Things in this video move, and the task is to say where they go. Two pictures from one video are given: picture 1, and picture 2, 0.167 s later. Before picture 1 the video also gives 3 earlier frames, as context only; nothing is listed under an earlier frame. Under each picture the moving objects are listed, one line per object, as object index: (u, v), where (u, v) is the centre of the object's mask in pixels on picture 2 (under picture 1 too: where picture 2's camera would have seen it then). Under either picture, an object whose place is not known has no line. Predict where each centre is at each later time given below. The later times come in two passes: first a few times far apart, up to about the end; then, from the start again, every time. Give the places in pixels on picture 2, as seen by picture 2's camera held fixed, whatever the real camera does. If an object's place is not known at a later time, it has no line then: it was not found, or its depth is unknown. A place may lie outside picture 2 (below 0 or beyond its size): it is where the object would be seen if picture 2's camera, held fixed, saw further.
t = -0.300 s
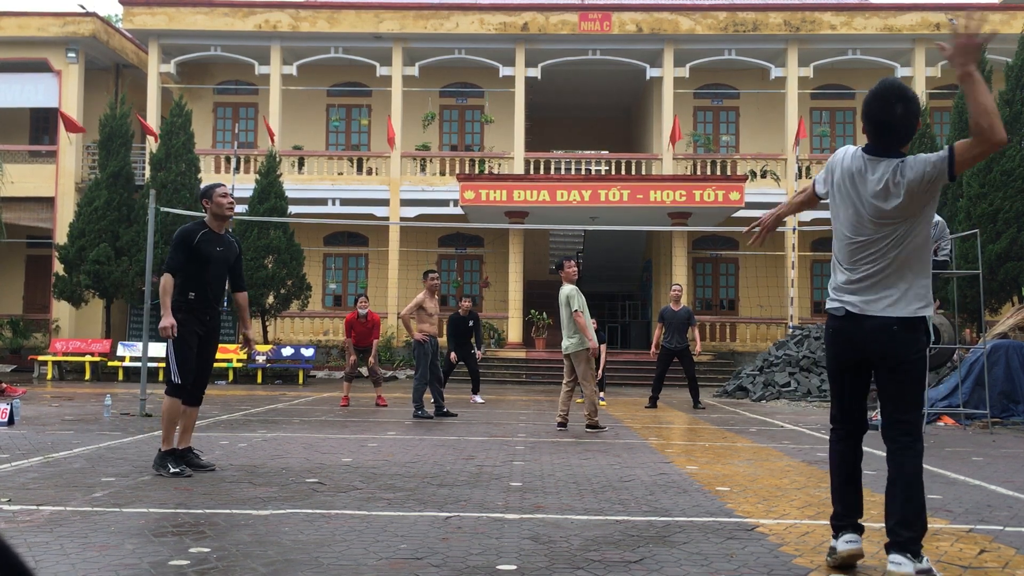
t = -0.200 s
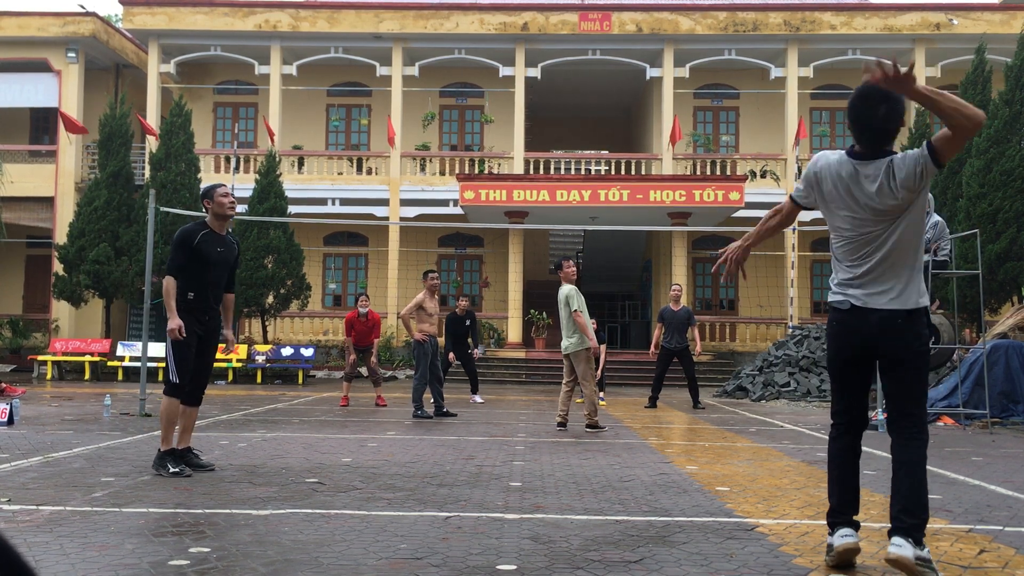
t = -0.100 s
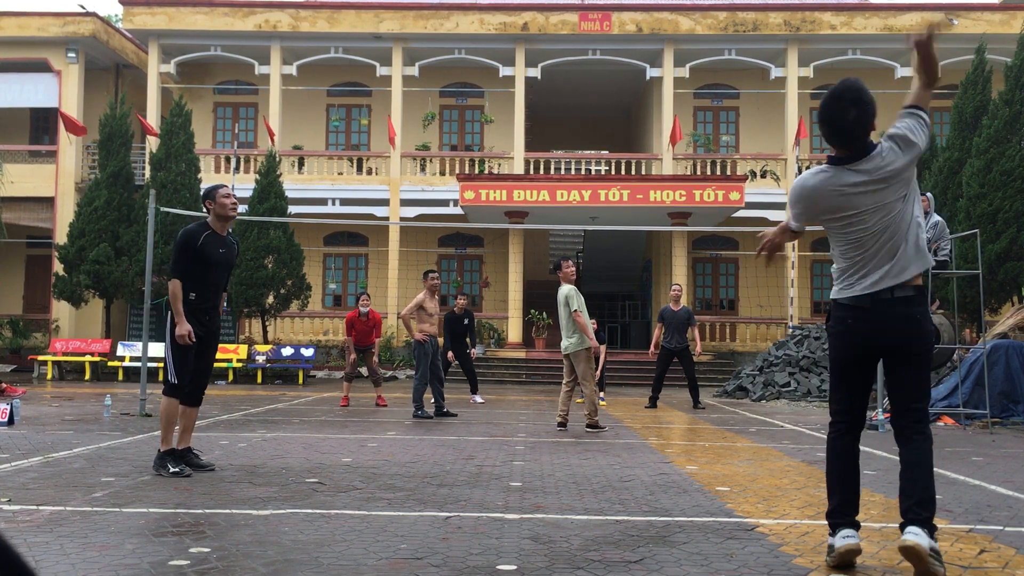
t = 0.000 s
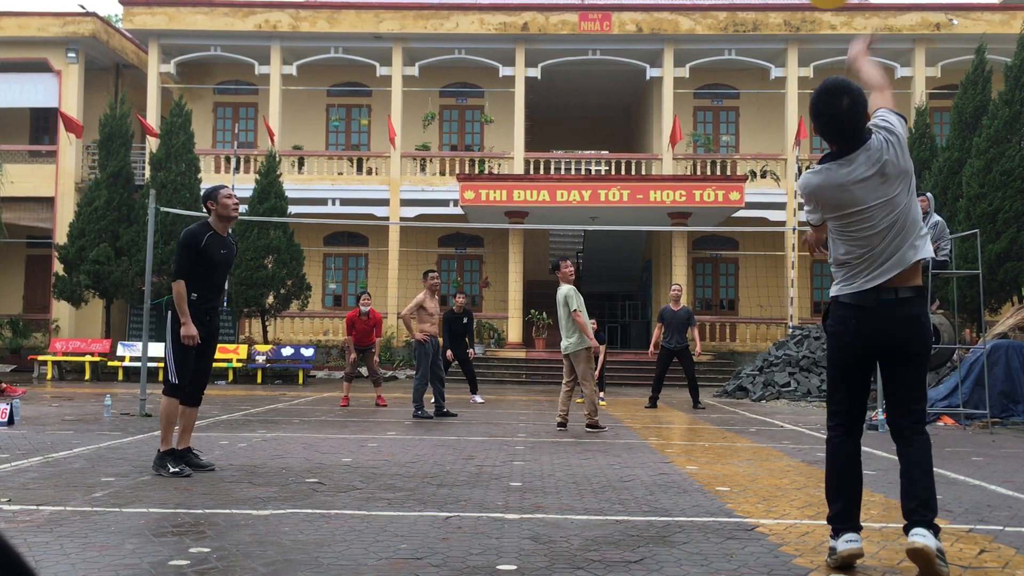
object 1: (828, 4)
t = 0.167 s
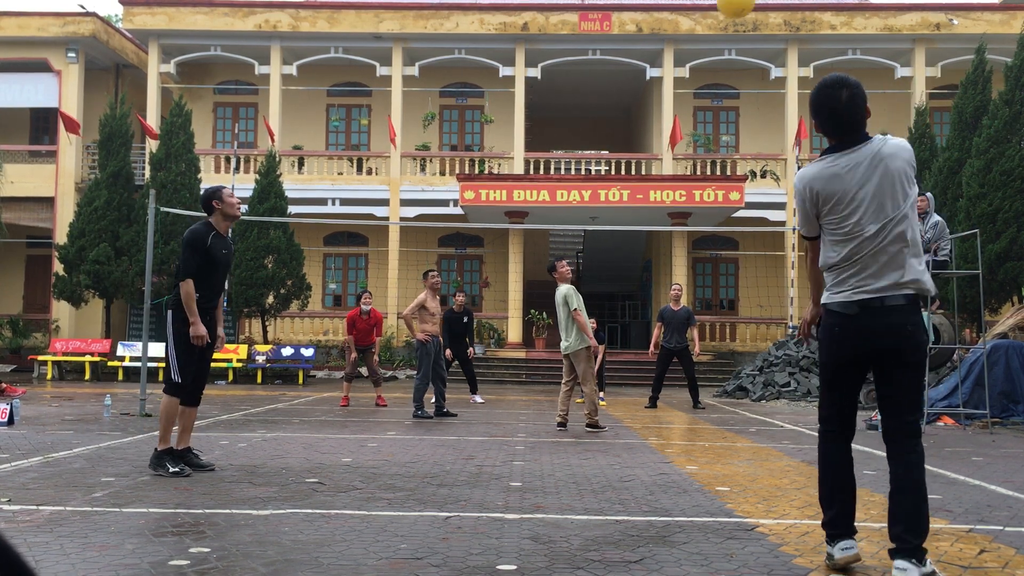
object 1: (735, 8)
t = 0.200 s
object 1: (724, 11)
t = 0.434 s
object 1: (678, 84)
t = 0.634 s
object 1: (656, 161)
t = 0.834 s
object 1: (643, 246)
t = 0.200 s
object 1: (724, 11)
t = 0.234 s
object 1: (715, 16)
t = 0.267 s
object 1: (706, 26)
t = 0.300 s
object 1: (699, 37)
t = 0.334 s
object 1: (693, 48)
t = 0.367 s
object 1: (687, 60)
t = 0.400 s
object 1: (683, 72)
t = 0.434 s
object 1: (678, 84)
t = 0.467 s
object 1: (674, 96)
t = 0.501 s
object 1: (670, 108)
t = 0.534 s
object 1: (666, 121)
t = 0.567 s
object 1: (662, 134)
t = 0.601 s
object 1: (659, 148)
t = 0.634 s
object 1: (656, 161)
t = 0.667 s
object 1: (653, 175)
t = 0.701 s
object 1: (651, 189)
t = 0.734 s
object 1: (649, 204)
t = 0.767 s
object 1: (647, 217)
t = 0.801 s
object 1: (645, 232)
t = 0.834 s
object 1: (643, 246)
